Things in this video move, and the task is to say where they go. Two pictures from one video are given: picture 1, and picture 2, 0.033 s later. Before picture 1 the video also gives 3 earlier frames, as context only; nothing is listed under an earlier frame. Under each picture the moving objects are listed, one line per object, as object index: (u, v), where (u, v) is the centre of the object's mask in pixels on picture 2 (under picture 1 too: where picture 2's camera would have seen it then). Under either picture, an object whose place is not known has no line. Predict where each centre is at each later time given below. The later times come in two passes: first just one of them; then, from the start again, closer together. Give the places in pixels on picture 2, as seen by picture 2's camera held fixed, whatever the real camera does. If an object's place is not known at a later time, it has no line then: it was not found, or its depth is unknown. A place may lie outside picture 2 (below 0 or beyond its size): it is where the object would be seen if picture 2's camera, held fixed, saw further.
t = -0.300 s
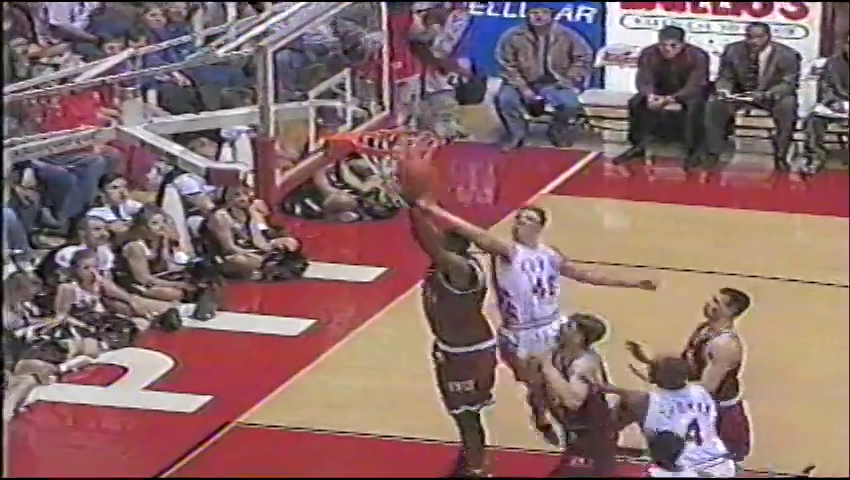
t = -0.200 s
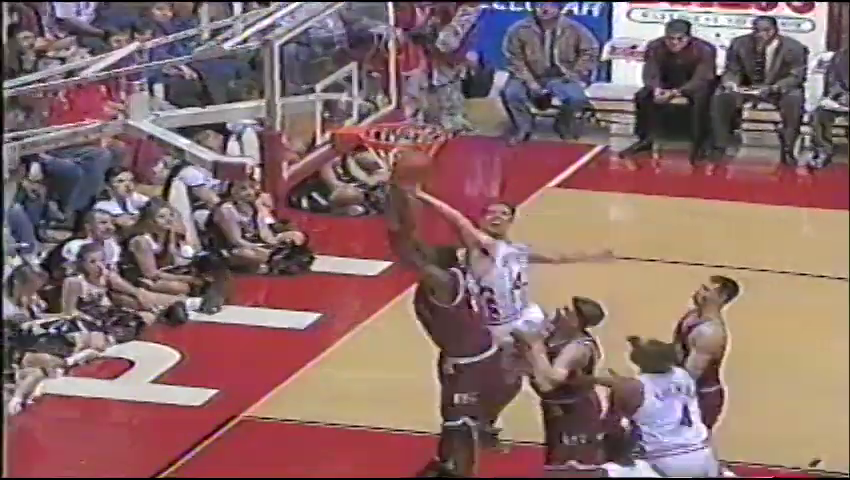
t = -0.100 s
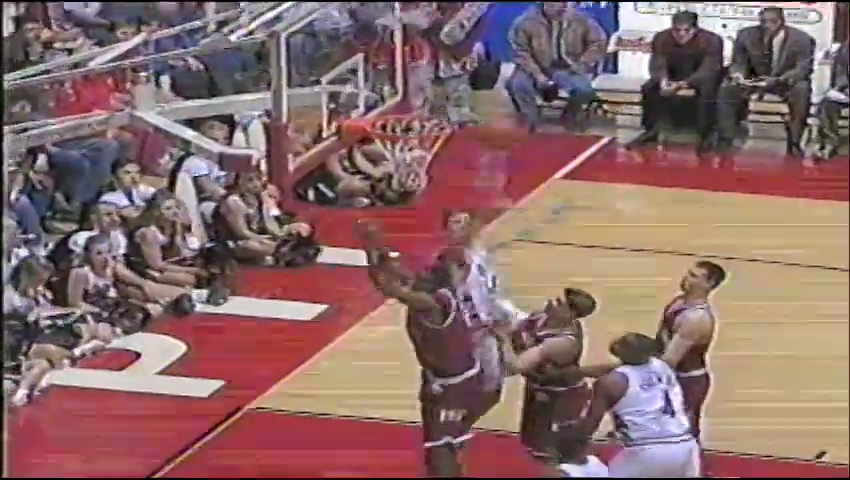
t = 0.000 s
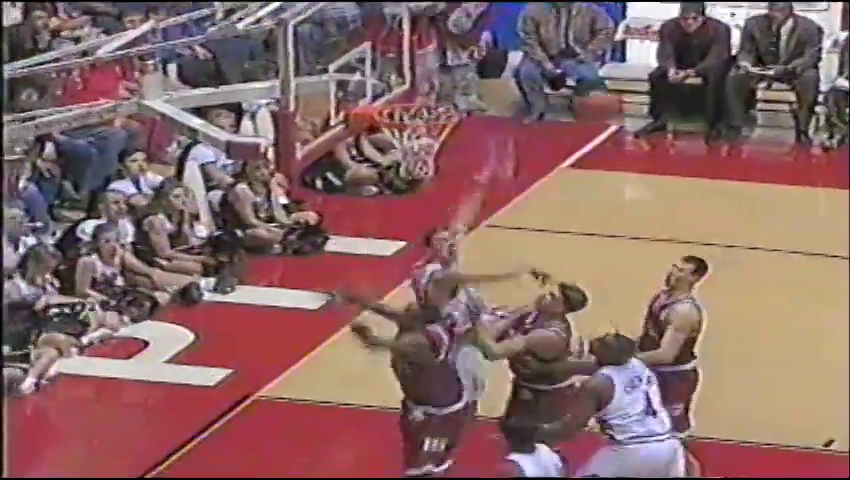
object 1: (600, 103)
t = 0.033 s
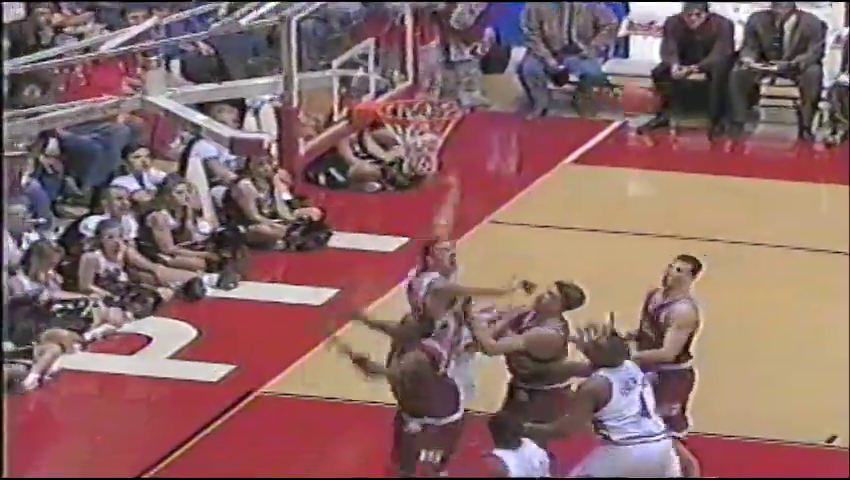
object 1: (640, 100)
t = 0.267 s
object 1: (852, 127)
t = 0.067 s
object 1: (669, 100)
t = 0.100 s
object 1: (695, 101)
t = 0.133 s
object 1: (725, 104)
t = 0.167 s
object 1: (754, 107)
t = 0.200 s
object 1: (788, 112)
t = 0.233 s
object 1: (822, 117)
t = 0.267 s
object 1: (852, 127)
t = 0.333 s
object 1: (913, 140)
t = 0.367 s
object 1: (945, 153)
